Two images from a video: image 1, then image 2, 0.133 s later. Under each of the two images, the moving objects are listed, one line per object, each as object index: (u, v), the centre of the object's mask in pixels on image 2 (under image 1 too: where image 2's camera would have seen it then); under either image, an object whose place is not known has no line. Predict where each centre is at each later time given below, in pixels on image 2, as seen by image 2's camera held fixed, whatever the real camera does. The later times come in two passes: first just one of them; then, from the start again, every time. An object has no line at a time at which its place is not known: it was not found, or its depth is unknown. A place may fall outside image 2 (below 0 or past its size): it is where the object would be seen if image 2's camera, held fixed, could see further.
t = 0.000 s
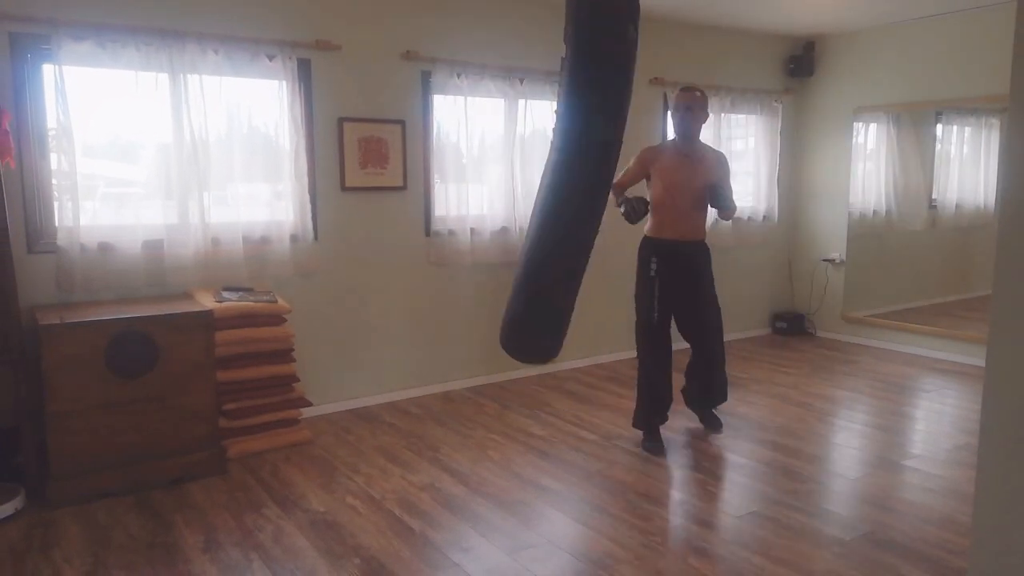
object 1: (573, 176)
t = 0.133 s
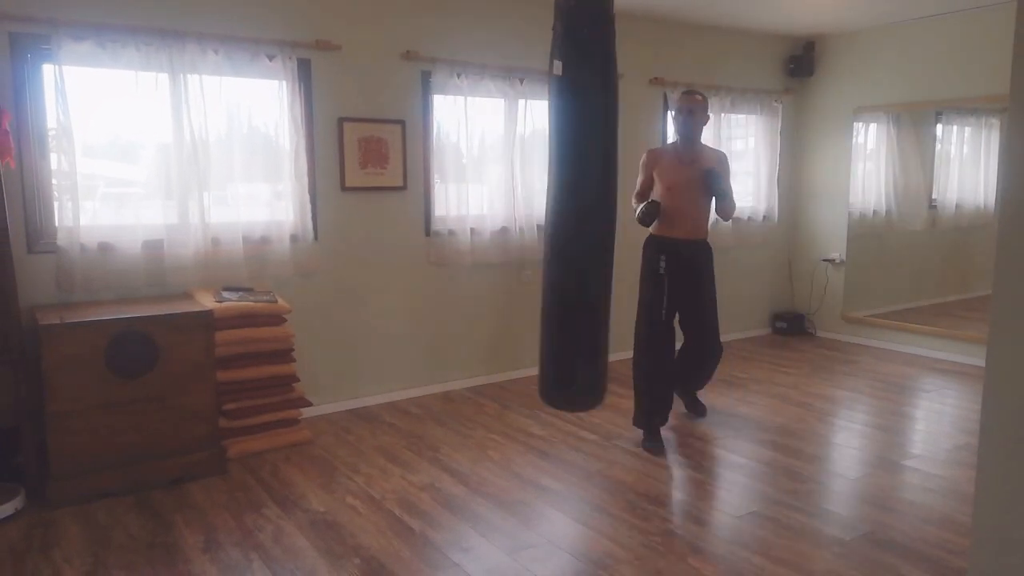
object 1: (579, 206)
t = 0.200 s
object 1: (583, 206)
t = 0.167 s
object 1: (580, 207)
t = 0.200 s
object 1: (583, 206)
